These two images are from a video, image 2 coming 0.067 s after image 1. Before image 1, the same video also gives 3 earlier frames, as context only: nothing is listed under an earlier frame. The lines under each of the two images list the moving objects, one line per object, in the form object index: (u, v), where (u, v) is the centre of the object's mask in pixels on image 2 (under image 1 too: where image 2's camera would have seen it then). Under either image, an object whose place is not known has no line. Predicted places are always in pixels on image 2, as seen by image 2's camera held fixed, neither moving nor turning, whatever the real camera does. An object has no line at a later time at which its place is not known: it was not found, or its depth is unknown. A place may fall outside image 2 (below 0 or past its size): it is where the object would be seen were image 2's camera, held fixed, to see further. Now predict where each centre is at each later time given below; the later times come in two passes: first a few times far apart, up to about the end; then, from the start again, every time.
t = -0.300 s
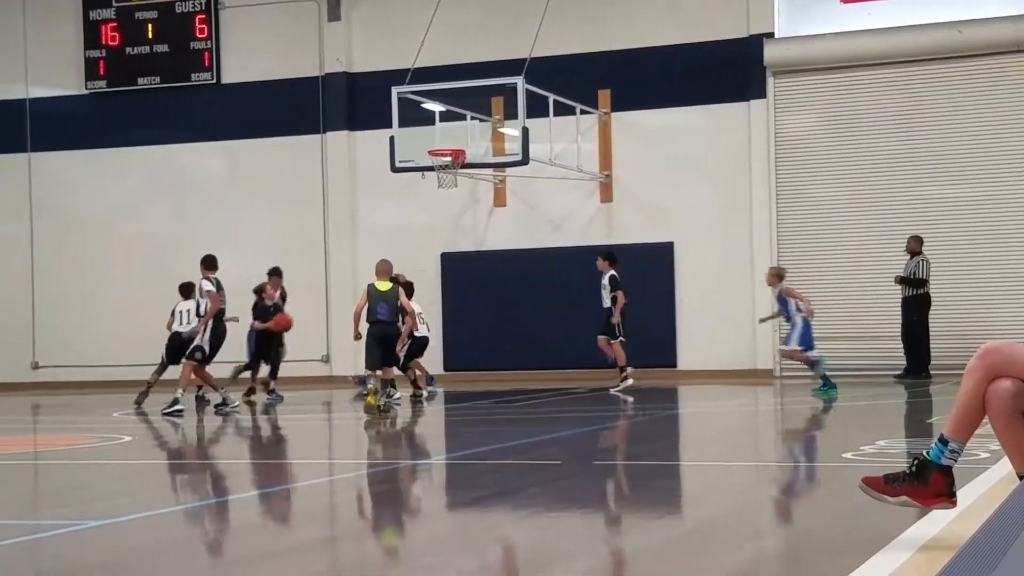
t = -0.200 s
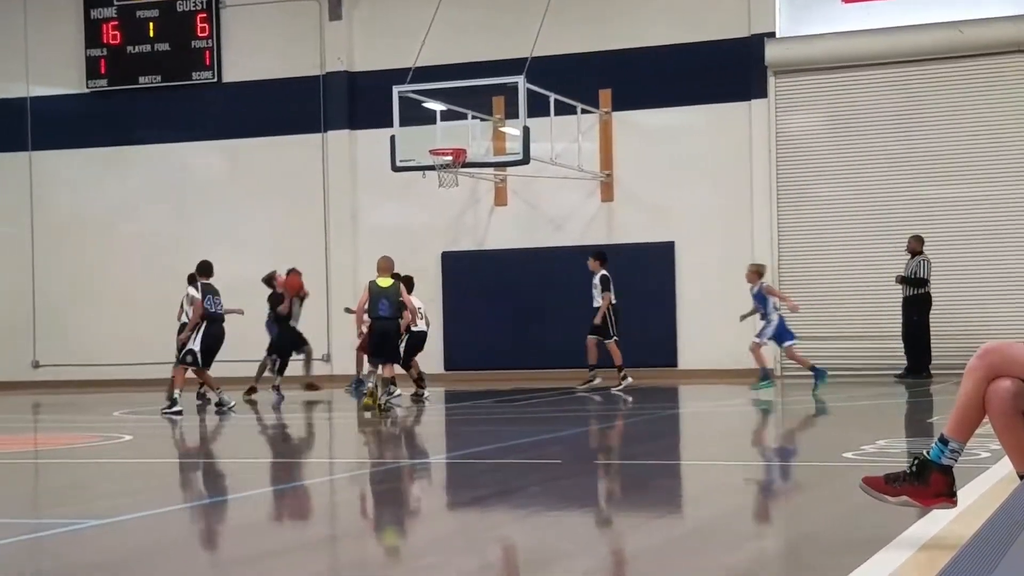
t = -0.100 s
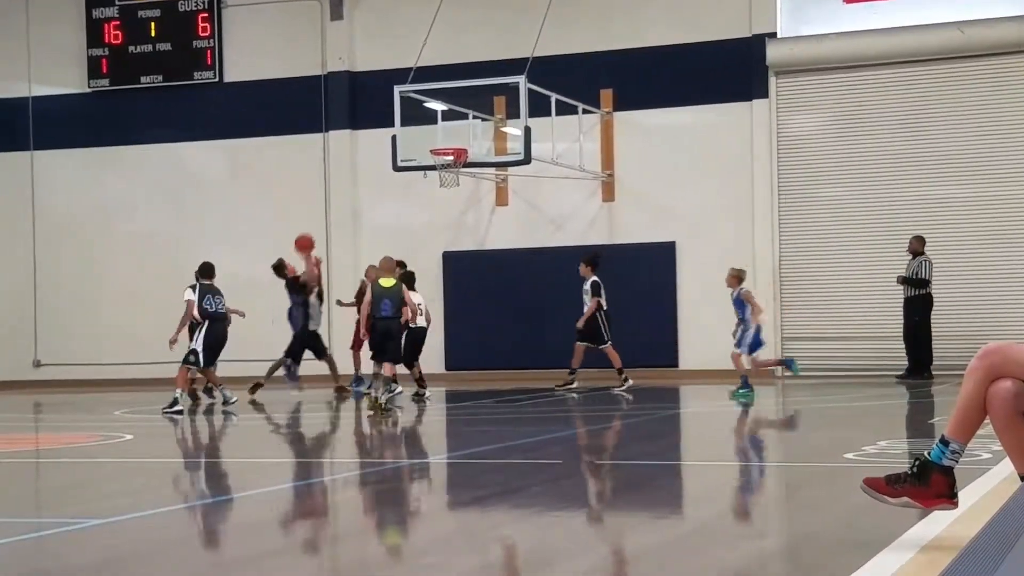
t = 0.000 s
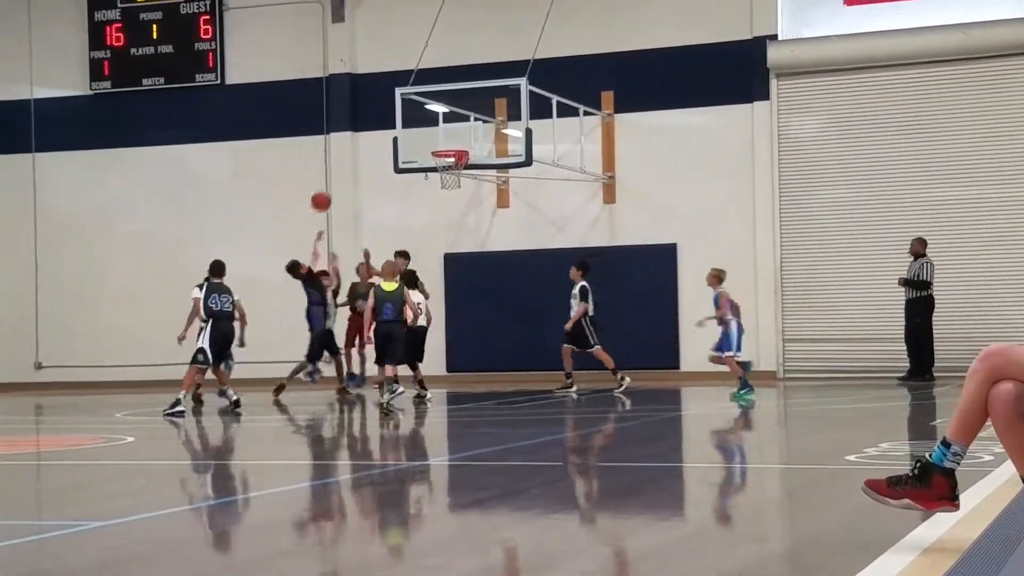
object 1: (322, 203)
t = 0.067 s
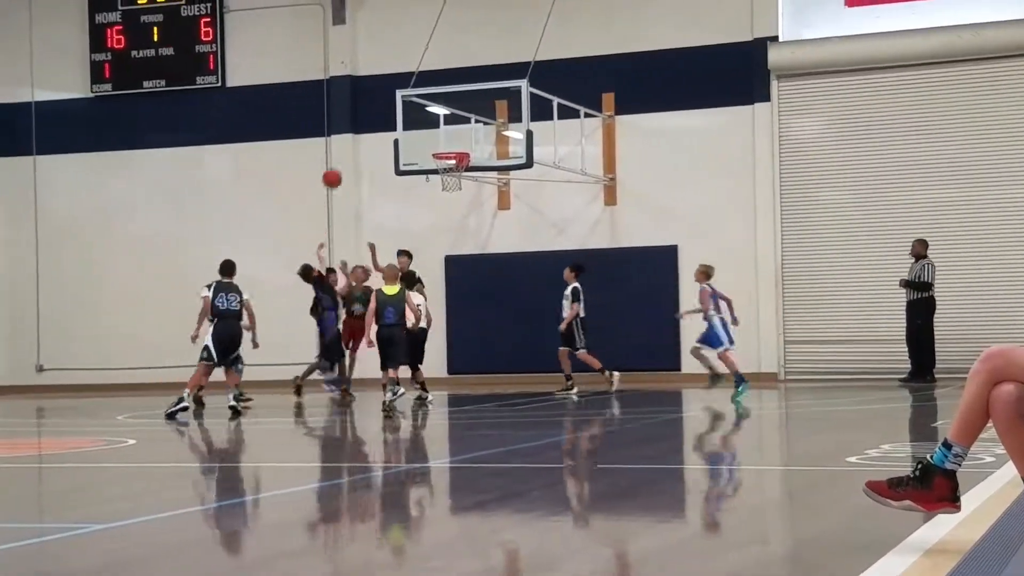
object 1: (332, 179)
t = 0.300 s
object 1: (367, 121)
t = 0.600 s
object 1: (411, 115)
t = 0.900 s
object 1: (418, 156)
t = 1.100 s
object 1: (380, 185)
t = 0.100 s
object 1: (337, 167)
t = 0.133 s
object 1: (342, 157)
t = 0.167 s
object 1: (346, 149)
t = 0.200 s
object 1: (352, 140)
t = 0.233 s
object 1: (356, 133)
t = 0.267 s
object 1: (361, 127)
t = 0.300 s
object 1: (367, 121)
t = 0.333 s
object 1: (372, 117)
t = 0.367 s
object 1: (377, 115)
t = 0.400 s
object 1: (382, 112)
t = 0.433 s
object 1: (387, 110)
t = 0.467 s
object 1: (392, 110)
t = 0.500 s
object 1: (397, 110)
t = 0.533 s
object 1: (401, 111)
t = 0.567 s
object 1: (406, 113)
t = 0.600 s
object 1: (411, 115)
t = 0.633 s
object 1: (415, 119)
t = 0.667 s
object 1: (421, 123)
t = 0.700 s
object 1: (426, 127)
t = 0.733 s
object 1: (429, 133)
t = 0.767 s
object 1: (429, 138)
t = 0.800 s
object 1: (429, 143)
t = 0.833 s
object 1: (428, 150)
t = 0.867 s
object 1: (425, 154)
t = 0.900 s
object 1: (418, 156)
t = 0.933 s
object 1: (411, 158)
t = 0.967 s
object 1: (405, 162)
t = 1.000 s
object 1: (398, 166)
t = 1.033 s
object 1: (391, 171)
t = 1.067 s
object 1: (385, 178)
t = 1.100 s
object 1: (380, 185)
